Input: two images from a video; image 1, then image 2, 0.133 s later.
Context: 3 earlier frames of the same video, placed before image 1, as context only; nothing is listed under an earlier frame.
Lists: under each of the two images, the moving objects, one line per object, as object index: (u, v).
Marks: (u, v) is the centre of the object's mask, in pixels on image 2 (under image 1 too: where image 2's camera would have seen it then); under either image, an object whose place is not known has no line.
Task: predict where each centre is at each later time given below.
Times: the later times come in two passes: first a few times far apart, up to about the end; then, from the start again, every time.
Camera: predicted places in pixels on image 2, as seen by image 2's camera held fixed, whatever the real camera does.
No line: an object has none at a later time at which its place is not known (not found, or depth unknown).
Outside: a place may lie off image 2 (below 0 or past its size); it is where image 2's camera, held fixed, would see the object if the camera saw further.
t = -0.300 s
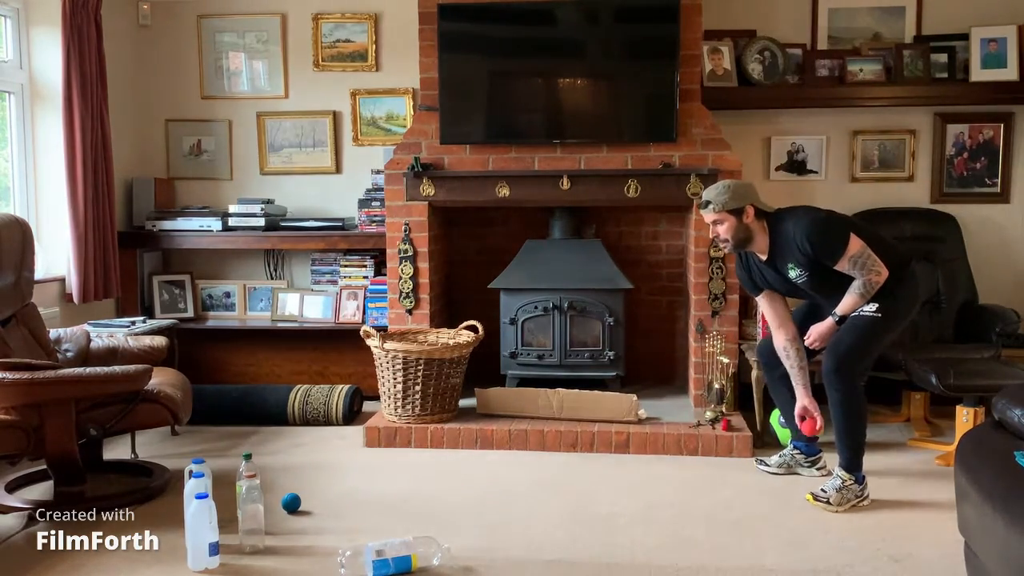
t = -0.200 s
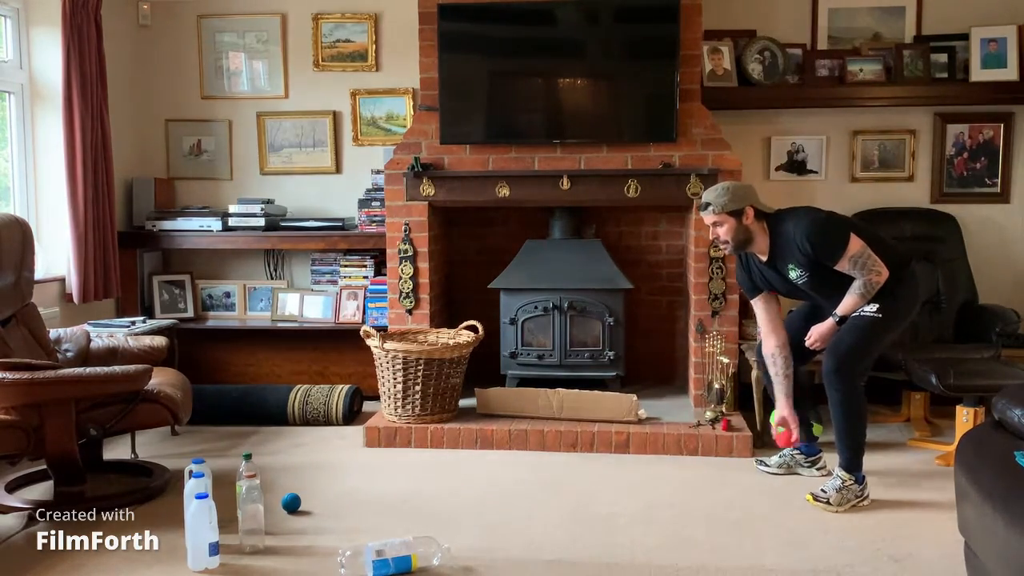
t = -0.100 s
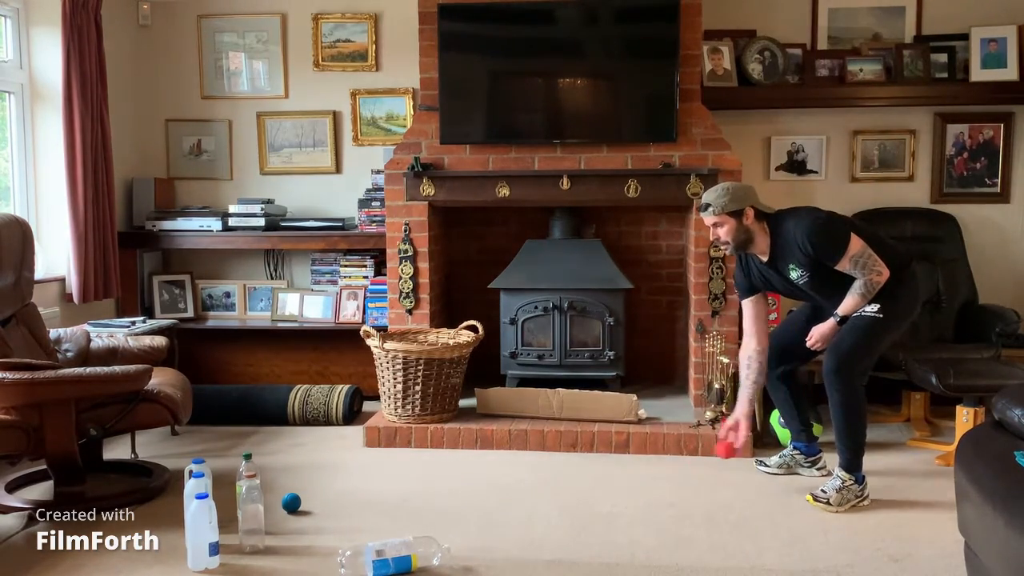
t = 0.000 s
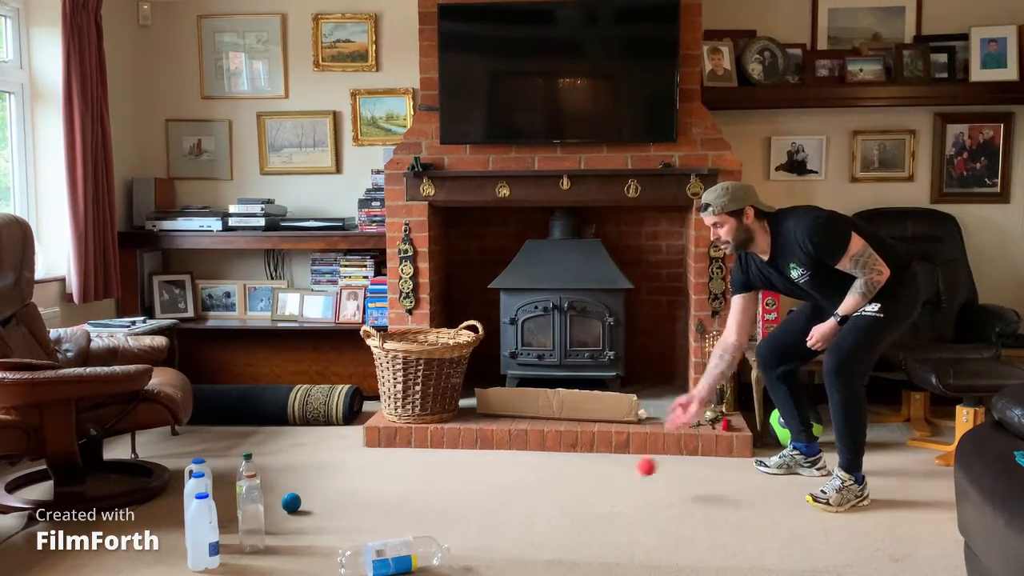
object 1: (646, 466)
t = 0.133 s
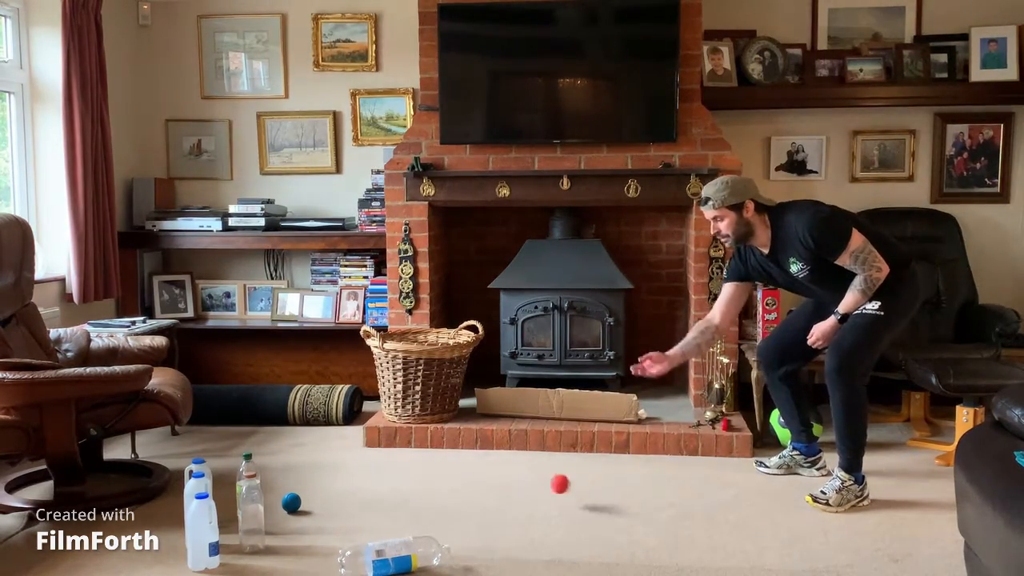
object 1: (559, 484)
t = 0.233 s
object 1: (509, 489)
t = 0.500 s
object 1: (356, 522)
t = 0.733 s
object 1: (281, 517)
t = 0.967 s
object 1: (290, 523)
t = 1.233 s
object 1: (290, 522)
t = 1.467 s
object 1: (292, 519)
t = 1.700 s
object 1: (297, 517)
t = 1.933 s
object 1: (299, 517)
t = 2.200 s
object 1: (299, 518)
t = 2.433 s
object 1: (300, 518)
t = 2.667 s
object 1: (301, 518)
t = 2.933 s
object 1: (301, 518)
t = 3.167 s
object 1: (301, 518)
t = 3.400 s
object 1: (301, 518)
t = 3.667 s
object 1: (301, 518)
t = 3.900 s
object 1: (301, 518)
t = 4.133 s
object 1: (301, 518)
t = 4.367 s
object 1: (301, 518)
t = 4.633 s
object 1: (301, 518)
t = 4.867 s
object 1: (301, 518)
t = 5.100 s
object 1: (301, 518)
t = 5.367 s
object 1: (301, 518)
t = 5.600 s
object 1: (301, 518)
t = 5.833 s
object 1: (301, 518)
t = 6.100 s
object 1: (301, 518)
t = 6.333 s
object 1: (301, 518)
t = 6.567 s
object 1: (301, 518)
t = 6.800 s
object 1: (301, 518)
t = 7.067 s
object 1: (300, 518)
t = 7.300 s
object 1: (301, 518)
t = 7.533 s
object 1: (301, 518)
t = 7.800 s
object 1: (301, 518)
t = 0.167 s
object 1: (542, 483)
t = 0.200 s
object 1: (526, 484)
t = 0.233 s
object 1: (509, 489)
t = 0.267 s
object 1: (491, 497)
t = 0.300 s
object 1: (474, 508)
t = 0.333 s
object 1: (455, 505)
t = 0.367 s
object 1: (435, 503)
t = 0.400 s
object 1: (416, 505)
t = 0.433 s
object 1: (396, 509)
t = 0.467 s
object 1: (376, 517)
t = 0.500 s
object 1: (356, 522)
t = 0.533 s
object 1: (336, 521)
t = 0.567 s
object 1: (315, 523)
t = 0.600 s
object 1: (294, 529)
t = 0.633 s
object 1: (274, 533)
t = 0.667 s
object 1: (274, 525)
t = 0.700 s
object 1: (278, 519)
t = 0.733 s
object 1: (281, 517)
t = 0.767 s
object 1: (285, 518)
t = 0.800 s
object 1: (289, 522)
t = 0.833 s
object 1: (291, 527)
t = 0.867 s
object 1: (292, 521)
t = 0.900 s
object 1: (291, 519)
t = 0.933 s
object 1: (291, 519)
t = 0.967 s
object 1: (290, 523)
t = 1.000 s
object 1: (290, 524)
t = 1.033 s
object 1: (290, 522)
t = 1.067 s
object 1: (289, 523)
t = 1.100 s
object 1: (289, 523)
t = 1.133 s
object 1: (289, 523)
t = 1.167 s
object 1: (289, 523)
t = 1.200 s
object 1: (290, 523)
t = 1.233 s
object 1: (290, 522)
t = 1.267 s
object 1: (290, 521)
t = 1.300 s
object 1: (290, 521)
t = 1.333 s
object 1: (290, 521)
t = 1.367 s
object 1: (291, 520)
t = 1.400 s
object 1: (291, 520)
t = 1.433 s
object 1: (291, 520)
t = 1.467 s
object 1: (292, 519)
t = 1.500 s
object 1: (293, 519)
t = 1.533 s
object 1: (293, 518)
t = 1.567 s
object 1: (294, 518)
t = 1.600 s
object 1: (295, 518)
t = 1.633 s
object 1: (296, 517)
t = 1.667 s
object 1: (297, 517)
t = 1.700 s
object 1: (297, 517)
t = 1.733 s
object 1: (298, 517)
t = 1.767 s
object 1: (298, 517)
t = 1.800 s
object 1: (299, 517)
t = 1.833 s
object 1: (299, 517)
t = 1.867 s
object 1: (299, 517)
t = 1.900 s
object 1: (299, 517)
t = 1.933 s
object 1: (299, 517)
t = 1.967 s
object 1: (299, 517)
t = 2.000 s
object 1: (299, 517)
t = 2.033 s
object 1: (299, 517)
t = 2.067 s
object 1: (299, 517)
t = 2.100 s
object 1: (299, 518)
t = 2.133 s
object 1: (299, 517)
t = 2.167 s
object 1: (299, 518)
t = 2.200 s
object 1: (299, 518)
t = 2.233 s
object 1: (300, 518)
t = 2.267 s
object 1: (300, 518)
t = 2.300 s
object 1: (300, 518)
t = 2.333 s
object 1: (300, 518)
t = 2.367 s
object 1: (300, 518)
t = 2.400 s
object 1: (300, 518)
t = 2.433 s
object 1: (300, 518)
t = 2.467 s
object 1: (300, 518)
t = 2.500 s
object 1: (300, 518)
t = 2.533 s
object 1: (301, 518)
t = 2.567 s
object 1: (301, 518)
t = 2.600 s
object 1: (300, 518)
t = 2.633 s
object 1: (300, 518)
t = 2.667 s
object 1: (301, 518)
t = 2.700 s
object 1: (300, 518)
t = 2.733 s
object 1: (300, 518)
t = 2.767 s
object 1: (300, 518)
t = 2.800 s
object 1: (301, 518)
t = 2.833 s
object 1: (301, 518)
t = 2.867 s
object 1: (301, 518)
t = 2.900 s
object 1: (301, 518)
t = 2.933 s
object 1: (301, 518)
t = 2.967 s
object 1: (301, 518)
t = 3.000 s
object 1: (301, 518)
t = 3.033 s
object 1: (301, 518)
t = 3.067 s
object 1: (301, 518)
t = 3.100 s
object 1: (301, 518)
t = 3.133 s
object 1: (301, 518)
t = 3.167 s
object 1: (301, 518)
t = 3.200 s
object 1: (301, 518)
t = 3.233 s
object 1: (301, 518)
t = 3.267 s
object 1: (301, 518)
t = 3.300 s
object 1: (301, 518)
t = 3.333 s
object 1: (301, 518)
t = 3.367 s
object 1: (301, 518)
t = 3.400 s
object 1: (301, 518)
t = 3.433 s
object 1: (301, 518)
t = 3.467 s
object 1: (301, 518)
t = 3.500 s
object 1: (301, 518)
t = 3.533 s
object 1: (301, 518)
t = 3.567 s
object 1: (301, 518)
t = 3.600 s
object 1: (301, 518)
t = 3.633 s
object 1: (301, 518)
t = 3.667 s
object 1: (301, 518)
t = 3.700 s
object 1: (301, 518)
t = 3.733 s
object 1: (301, 518)
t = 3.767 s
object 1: (301, 518)
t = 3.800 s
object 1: (301, 518)
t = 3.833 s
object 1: (301, 518)
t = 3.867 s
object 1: (301, 518)
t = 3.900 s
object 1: (301, 518)
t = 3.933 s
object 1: (301, 518)
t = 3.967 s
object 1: (301, 518)
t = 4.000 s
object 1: (301, 518)
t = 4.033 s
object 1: (301, 518)
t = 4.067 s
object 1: (301, 518)
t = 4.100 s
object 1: (301, 518)
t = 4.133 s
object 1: (301, 518)
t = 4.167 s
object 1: (301, 518)
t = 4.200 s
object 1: (301, 518)
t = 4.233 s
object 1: (301, 518)
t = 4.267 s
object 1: (301, 518)
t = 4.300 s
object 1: (301, 518)
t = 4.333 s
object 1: (301, 518)
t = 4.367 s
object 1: (301, 518)
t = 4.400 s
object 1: (301, 518)
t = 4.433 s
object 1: (301, 518)
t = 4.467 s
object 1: (301, 518)
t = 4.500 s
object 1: (301, 518)
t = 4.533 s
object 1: (301, 518)
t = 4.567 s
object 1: (301, 518)
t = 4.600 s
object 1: (301, 518)
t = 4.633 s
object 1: (301, 518)
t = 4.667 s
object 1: (301, 518)
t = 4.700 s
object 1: (301, 518)
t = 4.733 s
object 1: (301, 518)
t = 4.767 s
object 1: (301, 518)
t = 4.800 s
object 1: (301, 518)
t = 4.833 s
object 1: (301, 518)
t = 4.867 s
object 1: (301, 518)
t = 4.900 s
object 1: (301, 518)
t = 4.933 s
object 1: (301, 518)
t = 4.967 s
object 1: (301, 518)
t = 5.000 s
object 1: (301, 518)
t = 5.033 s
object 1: (301, 518)
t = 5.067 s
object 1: (301, 518)
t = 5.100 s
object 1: (301, 518)
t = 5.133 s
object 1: (301, 518)
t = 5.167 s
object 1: (301, 518)
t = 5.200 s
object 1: (301, 518)
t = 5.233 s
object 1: (301, 518)
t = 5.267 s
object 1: (301, 518)
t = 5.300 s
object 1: (301, 518)
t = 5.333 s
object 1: (301, 518)
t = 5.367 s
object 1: (301, 518)
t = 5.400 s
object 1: (301, 518)
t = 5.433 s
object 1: (301, 518)
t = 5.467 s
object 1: (301, 518)
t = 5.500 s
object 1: (301, 518)
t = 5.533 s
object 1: (301, 518)
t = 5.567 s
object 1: (301, 518)
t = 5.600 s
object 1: (301, 518)
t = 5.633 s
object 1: (301, 518)
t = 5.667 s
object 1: (301, 518)
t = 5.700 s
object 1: (301, 518)
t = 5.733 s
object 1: (300, 518)
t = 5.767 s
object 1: (301, 518)
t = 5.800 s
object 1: (301, 518)
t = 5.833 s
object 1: (301, 518)
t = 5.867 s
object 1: (301, 518)
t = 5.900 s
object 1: (301, 518)
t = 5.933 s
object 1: (301, 518)
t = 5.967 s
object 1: (301, 518)
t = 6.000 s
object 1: (301, 518)
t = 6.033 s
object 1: (301, 518)
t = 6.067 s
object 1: (301, 518)
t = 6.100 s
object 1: (301, 518)
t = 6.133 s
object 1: (301, 518)
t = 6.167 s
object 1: (301, 518)
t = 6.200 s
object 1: (301, 518)
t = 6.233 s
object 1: (301, 518)
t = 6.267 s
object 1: (301, 518)
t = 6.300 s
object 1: (301, 518)
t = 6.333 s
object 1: (301, 518)
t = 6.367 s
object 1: (301, 518)
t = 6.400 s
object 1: (301, 518)
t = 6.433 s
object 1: (301, 518)
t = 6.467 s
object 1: (301, 518)
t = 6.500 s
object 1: (301, 518)
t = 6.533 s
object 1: (301, 518)
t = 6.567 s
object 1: (301, 518)
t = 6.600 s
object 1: (301, 518)
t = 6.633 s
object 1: (301, 518)
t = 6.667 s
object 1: (301, 518)
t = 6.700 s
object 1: (301, 518)
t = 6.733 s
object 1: (301, 518)
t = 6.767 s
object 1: (301, 518)
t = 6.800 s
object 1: (301, 518)
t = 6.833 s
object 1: (301, 518)
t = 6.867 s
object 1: (301, 518)
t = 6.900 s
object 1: (300, 518)
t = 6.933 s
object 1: (301, 518)
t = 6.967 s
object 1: (301, 518)
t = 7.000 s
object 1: (301, 518)
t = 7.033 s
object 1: (300, 518)
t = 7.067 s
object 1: (300, 518)
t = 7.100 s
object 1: (301, 518)
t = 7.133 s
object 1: (301, 518)
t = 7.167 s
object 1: (301, 518)
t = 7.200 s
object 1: (301, 518)
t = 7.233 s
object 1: (301, 518)
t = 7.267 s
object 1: (301, 518)
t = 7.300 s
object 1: (301, 518)
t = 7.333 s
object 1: (301, 518)
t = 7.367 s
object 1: (301, 518)
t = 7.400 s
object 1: (301, 518)
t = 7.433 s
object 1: (301, 518)
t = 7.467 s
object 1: (301, 518)
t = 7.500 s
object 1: (301, 518)
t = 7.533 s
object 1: (301, 518)
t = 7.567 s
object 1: (301, 518)
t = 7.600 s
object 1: (301, 518)
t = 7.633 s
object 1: (301, 518)
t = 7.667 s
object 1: (301, 518)
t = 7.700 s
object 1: (301, 518)
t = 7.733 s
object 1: (301, 518)
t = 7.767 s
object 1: (301, 518)
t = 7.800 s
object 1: (301, 518)
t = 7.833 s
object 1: (301, 518)
